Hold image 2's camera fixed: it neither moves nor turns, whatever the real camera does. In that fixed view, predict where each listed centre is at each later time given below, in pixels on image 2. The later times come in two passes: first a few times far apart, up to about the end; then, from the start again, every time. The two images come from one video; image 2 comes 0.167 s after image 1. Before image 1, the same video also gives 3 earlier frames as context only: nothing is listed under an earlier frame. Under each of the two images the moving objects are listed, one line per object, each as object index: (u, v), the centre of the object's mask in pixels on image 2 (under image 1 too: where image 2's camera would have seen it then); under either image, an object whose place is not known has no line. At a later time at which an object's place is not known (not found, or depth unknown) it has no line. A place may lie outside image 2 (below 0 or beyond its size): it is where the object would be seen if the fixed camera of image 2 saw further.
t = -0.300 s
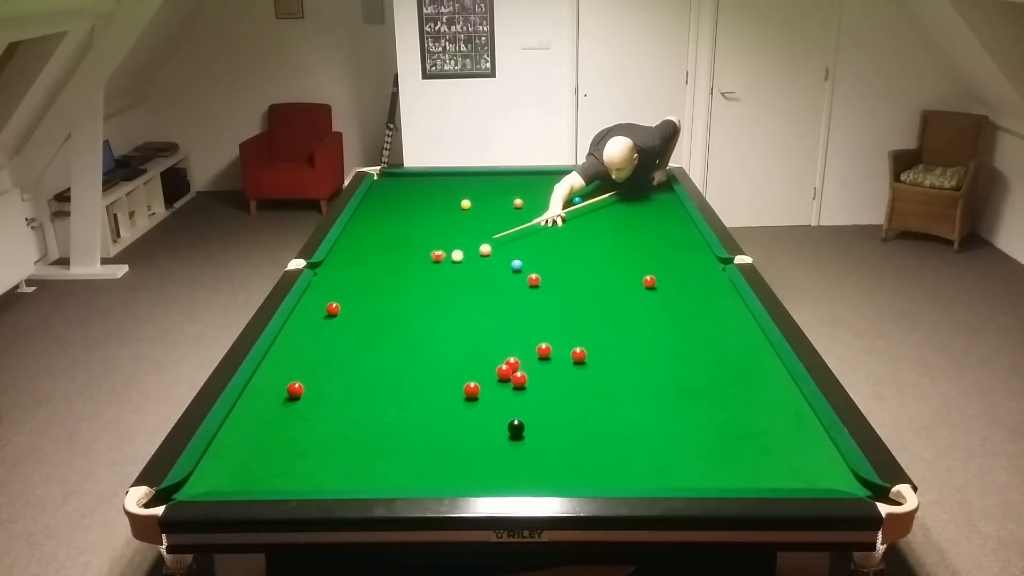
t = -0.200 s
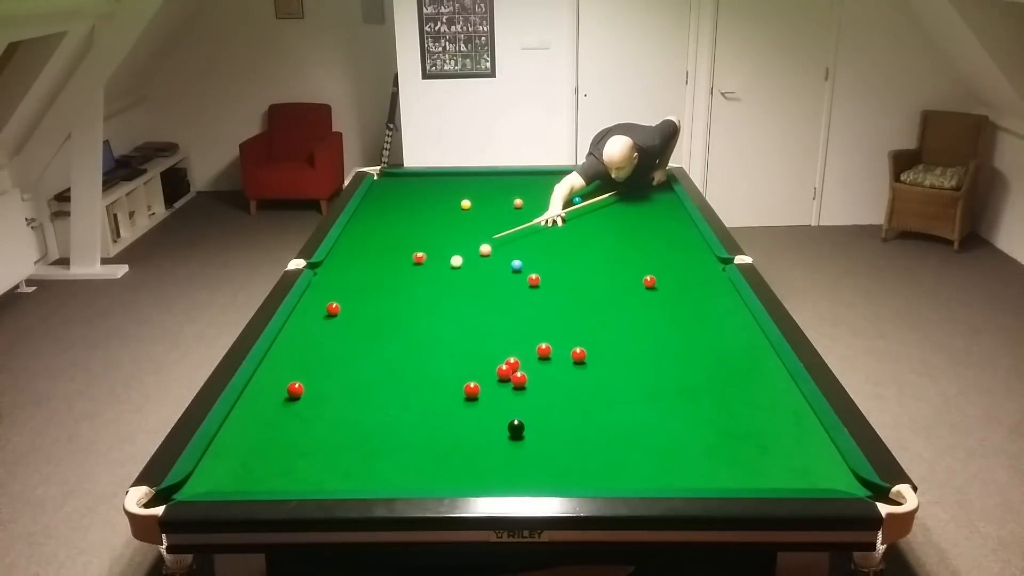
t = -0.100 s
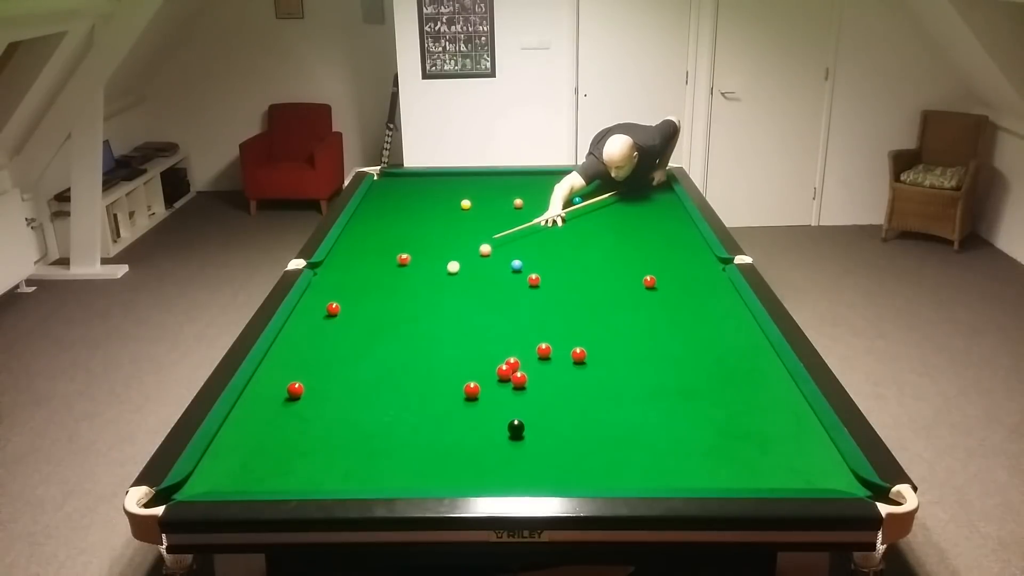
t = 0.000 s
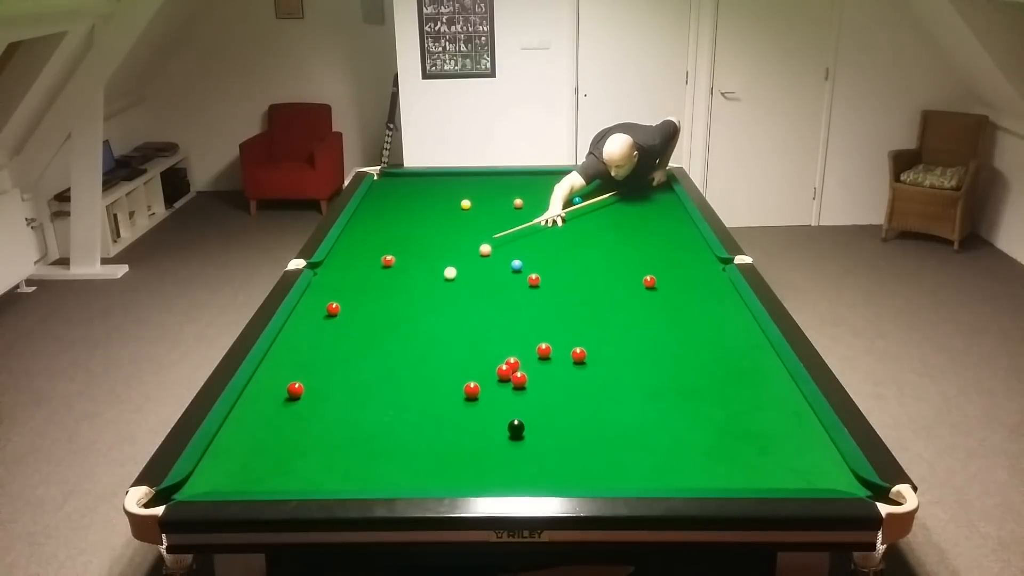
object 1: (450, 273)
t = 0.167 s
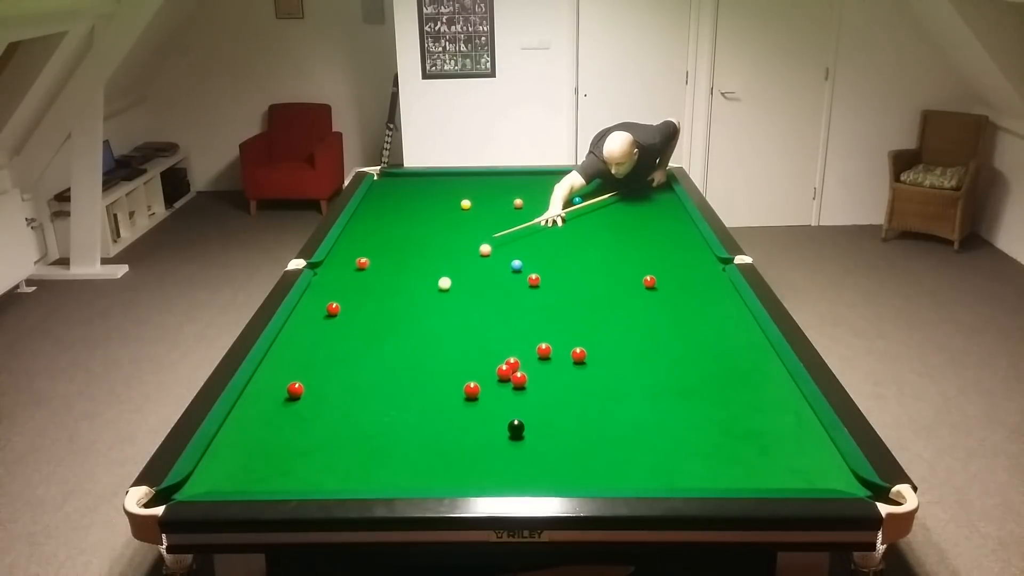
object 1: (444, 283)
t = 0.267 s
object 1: (441, 290)
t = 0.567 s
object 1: (431, 310)
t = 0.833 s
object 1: (421, 329)
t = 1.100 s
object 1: (410, 350)
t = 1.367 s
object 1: (399, 371)
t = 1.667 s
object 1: (385, 398)
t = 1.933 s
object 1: (372, 424)
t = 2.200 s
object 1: (358, 452)
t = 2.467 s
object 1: (343, 480)
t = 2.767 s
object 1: (345, 467)
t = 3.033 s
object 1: (348, 451)
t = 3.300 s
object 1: (351, 437)
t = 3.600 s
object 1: (353, 424)
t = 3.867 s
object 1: (355, 414)
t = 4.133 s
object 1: (356, 405)
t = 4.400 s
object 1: (357, 399)
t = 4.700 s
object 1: (359, 393)
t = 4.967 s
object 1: (359, 389)
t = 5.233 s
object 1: (361, 384)
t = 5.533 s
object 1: (361, 382)
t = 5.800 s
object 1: (362, 381)
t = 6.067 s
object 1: (363, 380)
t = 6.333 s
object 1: (363, 380)
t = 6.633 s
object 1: (363, 380)
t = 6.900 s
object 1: (363, 380)
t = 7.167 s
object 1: (363, 380)
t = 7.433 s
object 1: (363, 380)
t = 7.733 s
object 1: (363, 380)
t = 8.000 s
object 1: (363, 380)
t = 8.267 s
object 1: (363, 380)
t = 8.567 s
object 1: (363, 380)
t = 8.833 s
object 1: (363, 380)
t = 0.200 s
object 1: (443, 286)
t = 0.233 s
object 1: (442, 288)
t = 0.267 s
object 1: (441, 290)
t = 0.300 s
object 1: (440, 292)
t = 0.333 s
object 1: (439, 294)
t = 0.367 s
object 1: (438, 296)
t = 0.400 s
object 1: (436, 298)
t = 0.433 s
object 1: (435, 301)
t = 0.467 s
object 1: (434, 303)
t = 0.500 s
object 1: (433, 305)
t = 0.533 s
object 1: (432, 307)
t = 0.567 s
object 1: (431, 310)
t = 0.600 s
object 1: (429, 312)
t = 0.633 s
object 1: (428, 315)
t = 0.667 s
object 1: (427, 317)
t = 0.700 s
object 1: (426, 319)
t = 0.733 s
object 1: (424, 322)
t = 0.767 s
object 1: (423, 324)
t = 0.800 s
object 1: (422, 327)
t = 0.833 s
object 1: (421, 329)
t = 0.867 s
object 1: (419, 331)
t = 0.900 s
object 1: (418, 334)
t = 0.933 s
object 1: (417, 336)
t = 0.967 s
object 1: (416, 339)
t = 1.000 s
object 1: (414, 342)
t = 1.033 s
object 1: (413, 344)
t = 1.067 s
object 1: (411, 347)
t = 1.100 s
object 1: (410, 350)
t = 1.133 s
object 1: (409, 352)
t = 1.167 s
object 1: (407, 355)
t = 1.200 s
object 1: (406, 357)
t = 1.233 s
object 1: (404, 360)
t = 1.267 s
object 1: (403, 363)
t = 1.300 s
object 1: (402, 366)
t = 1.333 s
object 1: (400, 369)
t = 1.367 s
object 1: (399, 371)
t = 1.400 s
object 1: (397, 374)
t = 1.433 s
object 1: (396, 378)
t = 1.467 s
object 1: (394, 380)
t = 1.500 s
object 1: (393, 383)
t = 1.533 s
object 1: (391, 386)
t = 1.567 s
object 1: (389, 389)
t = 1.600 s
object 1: (388, 392)
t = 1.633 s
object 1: (386, 395)
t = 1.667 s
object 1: (385, 398)
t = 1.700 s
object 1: (383, 401)
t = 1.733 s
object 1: (382, 405)
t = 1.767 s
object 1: (380, 408)
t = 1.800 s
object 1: (378, 411)
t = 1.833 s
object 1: (376, 414)
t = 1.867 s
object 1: (375, 418)
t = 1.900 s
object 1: (373, 421)
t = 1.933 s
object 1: (372, 424)
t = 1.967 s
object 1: (370, 427)
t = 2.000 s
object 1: (368, 431)
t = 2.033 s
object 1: (367, 434)
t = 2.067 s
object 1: (365, 438)
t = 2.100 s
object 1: (363, 441)
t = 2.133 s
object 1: (361, 445)
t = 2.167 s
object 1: (359, 448)
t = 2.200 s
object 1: (358, 452)
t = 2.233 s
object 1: (356, 455)
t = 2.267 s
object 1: (354, 459)
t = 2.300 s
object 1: (352, 462)
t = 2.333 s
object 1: (350, 466)
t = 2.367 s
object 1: (348, 470)
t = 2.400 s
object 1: (347, 473)
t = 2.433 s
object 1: (345, 477)
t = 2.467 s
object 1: (343, 480)
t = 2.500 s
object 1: (342, 483)
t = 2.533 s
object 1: (342, 481)
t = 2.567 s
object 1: (342, 479)
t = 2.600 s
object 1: (343, 477)
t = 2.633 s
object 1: (343, 475)
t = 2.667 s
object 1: (344, 473)
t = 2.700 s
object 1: (344, 470)
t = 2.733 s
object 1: (345, 469)
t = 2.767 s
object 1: (345, 467)
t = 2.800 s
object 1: (346, 464)
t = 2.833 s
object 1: (346, 462)
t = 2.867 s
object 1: (346, 460)
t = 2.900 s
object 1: (347, 458)
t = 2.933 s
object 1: (347, 455)
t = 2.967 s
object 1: (347, 454)
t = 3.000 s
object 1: (348, 452)
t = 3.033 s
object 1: (348, 451)
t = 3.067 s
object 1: (348, 449)
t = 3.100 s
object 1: (349, 446)
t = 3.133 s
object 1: (349, 445)
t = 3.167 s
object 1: (349, 444)
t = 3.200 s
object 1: (350, 442)
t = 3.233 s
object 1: (350, 440)
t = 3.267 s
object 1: (351, 438)
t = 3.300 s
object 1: (351, 437)
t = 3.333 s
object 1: (351, 435)
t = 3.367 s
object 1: (351, 434)
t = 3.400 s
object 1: (352, 432)
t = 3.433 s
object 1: (352, 431)
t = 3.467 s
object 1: (352, 429)
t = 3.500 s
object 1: (353, 428)
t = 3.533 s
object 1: (353, 427)
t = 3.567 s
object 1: (353, 425)
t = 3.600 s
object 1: (353, 424)
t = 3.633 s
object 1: (353, 422)
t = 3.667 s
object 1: (354, 421)
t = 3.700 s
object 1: (354, 420)
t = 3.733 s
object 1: (354, 419)
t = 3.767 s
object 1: (354, 418)
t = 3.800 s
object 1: (355, 416)
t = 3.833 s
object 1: (355, 415)
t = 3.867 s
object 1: (355, 414)
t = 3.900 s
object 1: (355, 413)
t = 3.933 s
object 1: (355, 412)
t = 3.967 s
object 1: (355, 411)
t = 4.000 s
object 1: (356, 410)
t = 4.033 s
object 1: (356, 408)
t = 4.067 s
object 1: (356, 407)
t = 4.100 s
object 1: (356, 406)
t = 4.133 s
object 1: (356, 405)
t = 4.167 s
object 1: (356, 405)
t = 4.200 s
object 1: (357, 404)
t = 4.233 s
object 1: (357, 403)
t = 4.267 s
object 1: (357, 402)
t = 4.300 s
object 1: (357, 401)
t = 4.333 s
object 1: (357, 400)
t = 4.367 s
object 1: (357, 399)
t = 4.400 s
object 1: (357, 399)
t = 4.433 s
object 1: (358, 398)
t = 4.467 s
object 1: (358, 397)
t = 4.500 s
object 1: (358, 396)
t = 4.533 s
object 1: (358, 396)
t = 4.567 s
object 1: (358, 395)
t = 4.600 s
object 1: (358, 394)
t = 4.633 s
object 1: (359, 394)
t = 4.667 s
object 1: (359, 393)
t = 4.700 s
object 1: (359, 393)
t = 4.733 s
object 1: (359, 392)
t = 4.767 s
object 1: (359, 392)
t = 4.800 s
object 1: (359, 391)
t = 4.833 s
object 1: (359, 390)
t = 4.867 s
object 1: (359, 390)
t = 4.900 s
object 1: (359, 390)
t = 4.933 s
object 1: (359, 389)
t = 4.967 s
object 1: (359, 389)
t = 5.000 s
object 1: (360, 388)
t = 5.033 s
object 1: (360, 388)
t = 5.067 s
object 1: (360, 387)
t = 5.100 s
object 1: (360, 386)
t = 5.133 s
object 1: (360, 386)
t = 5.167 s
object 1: (360, 386)
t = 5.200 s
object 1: (360, 385)
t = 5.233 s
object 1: (361, 384)
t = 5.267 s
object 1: (361, 384)
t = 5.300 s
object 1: (361, 384)
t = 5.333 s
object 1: (361, 383)
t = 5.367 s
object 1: (361, 383)
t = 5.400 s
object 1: (361, 383)
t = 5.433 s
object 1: (361, 383)
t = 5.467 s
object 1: (362, 382)
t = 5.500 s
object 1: (361, 382)
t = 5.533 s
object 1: (361, 382)
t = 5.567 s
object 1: (362, 382)
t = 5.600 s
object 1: (362, 382)
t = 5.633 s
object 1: (362, 381)
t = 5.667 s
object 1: (362, 381)
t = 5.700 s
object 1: (362, 381)
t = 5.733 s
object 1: (362, 381)
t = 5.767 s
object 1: (362, 381)
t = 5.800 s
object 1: (362, 381)
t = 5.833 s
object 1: (362, 381)
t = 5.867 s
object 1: (362, 380)
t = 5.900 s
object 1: (362, 380)
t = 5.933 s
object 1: (362, 380)
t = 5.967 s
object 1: (362, 380)
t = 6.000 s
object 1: (362, 380)
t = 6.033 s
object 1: (363, 380)
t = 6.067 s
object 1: (363, 380)
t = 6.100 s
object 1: (363, 380)
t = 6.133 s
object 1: (363, 380)
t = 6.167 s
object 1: (363, 380)
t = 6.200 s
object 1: (363, 380)
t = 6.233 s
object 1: (363, 380)
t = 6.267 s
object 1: (363, 380)
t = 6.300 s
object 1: (363, 380)
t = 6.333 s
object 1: (363, 380)
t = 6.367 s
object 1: (363, 380)
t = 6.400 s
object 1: (363, 380)
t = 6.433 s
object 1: (363, 380)
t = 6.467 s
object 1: (363, 380)
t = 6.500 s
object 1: (363, 380)
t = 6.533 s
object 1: (363, 380)
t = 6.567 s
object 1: (363, 380)
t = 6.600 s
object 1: (363, 380)
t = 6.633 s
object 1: (363, 380)
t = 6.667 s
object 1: (363, 380)
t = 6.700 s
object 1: (363, 380)
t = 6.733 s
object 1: (363, 380)
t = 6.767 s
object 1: (363, 380)
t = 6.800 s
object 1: (363, 380)
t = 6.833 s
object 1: (363, 380)
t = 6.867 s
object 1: (363, 380)
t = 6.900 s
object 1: (363, 380)
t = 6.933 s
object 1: (363, 380)
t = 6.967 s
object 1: (363, 380)
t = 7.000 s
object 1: (363, 380)
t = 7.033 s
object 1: (363, 380)
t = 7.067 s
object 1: (363, 380)
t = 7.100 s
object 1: (363, 380)
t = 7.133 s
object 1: (363, 380)
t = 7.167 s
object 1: (363, 380)
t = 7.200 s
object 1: (363, 380)
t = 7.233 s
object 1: (363, 380)
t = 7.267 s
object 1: (363, 380)
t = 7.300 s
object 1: (363, 380)
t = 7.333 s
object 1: (363, 380)
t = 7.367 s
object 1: (363, 380)
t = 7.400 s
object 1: (363, 380)
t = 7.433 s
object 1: (363, 380)
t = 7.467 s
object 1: (363, 380)
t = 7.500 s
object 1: (363, 380)
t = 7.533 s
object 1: (363, 380)
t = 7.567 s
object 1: (363, 380)
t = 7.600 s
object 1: (363, 380)
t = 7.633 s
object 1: (363, 380)
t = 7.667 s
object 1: (363, 380)
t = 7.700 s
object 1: (363, 380)
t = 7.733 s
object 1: (363, 380)
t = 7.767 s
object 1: (363, 380)
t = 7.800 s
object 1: (363, 380)
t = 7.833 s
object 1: (363, 380)
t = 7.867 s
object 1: (363, 380)
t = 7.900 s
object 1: (363, 380)
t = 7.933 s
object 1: (363, 380)
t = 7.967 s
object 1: (363, 380)
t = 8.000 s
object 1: (363, 380)
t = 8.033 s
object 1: (363, 380)
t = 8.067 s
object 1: (363, 380)
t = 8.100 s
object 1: (363, 380)
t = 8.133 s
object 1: (363, 380)
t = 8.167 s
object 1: (363, 380)
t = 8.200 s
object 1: (363, 380)
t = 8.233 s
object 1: (363, 380)
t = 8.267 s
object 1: (363, 380)
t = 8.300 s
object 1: (363, 380)
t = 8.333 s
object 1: (363, 380)
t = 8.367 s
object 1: (363, 380)
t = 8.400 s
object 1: (363, 380)
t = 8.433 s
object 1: (363, 380)
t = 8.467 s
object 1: (363, 380)
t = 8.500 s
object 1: (363, 380)
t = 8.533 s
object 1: (363, 380)
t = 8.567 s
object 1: (363, 380)
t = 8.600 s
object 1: (363, 380)
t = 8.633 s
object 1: (363, 380)
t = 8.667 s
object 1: (363, 380)
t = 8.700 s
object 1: (363, 380)
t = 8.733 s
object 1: (363, 380)
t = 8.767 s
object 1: (363, 380)
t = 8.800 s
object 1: (363, 380)
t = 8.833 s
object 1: (363, 380)
